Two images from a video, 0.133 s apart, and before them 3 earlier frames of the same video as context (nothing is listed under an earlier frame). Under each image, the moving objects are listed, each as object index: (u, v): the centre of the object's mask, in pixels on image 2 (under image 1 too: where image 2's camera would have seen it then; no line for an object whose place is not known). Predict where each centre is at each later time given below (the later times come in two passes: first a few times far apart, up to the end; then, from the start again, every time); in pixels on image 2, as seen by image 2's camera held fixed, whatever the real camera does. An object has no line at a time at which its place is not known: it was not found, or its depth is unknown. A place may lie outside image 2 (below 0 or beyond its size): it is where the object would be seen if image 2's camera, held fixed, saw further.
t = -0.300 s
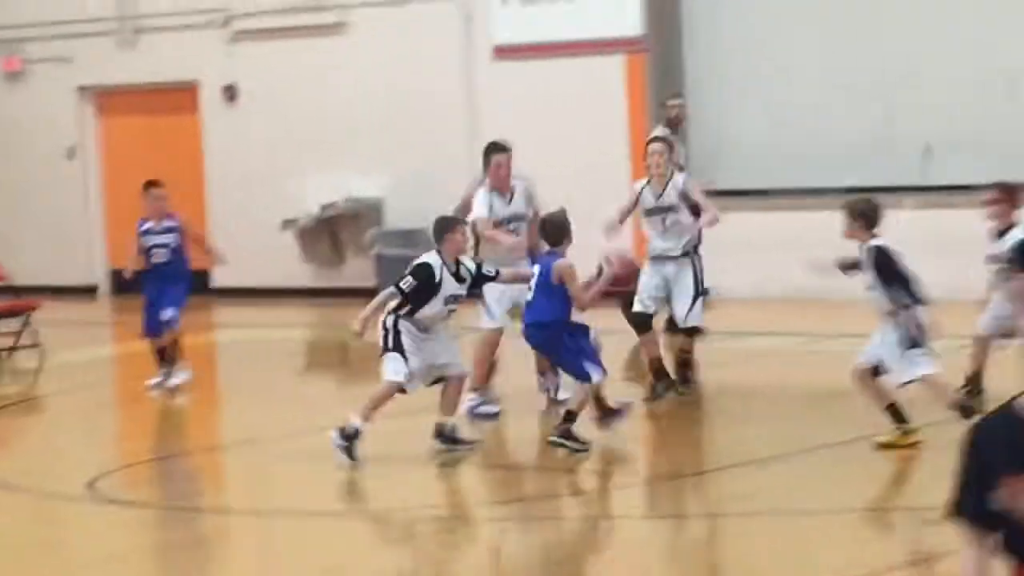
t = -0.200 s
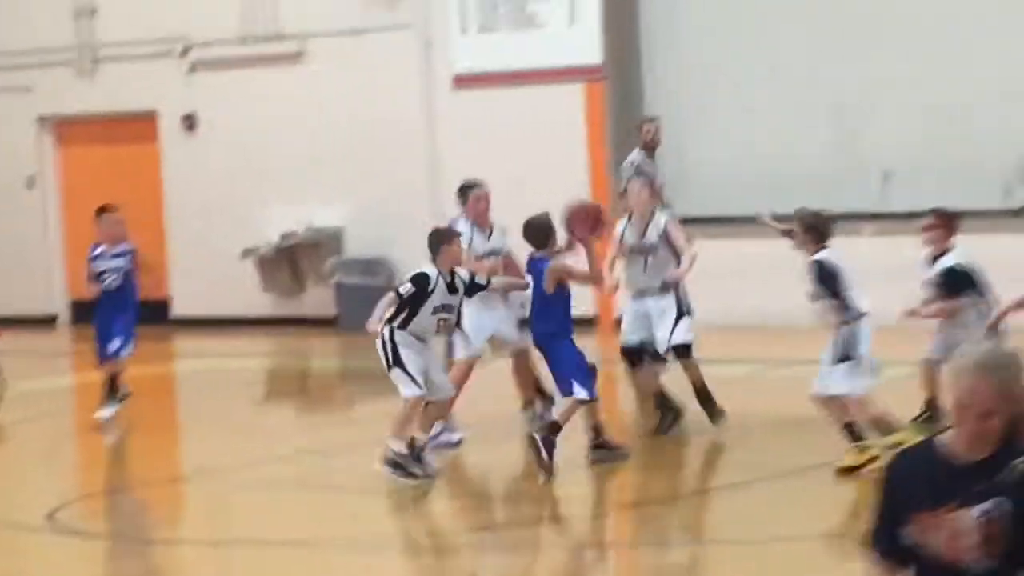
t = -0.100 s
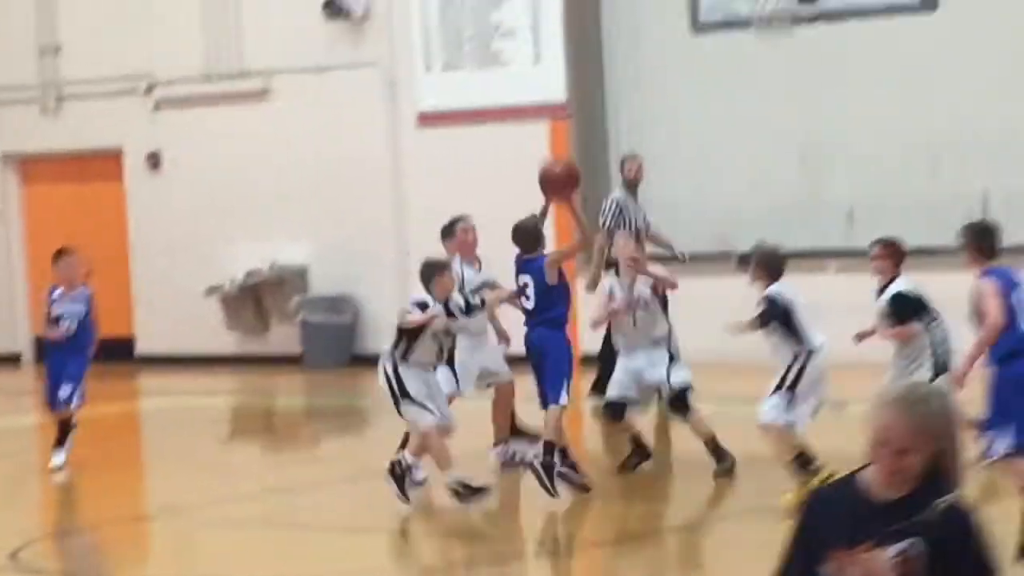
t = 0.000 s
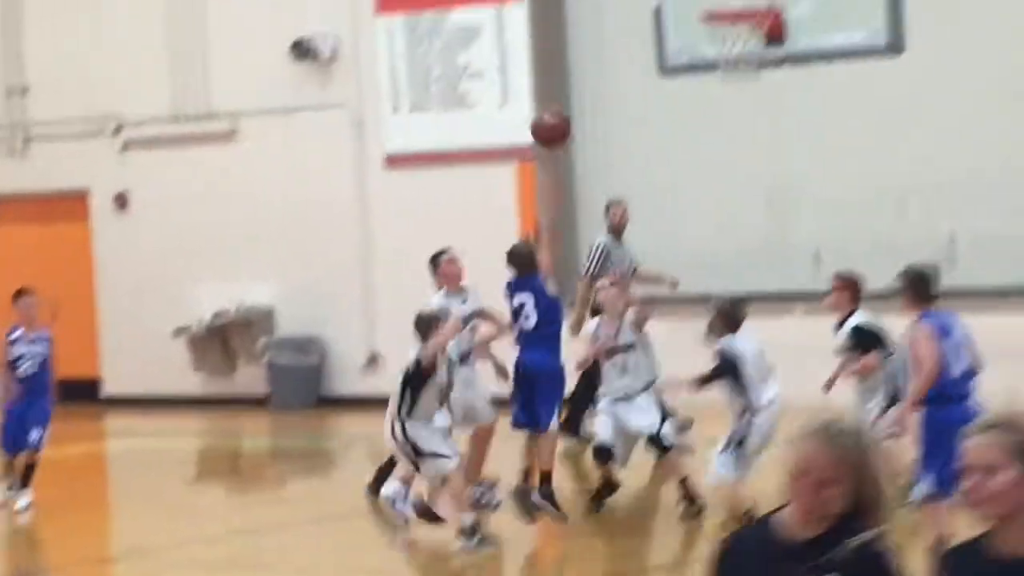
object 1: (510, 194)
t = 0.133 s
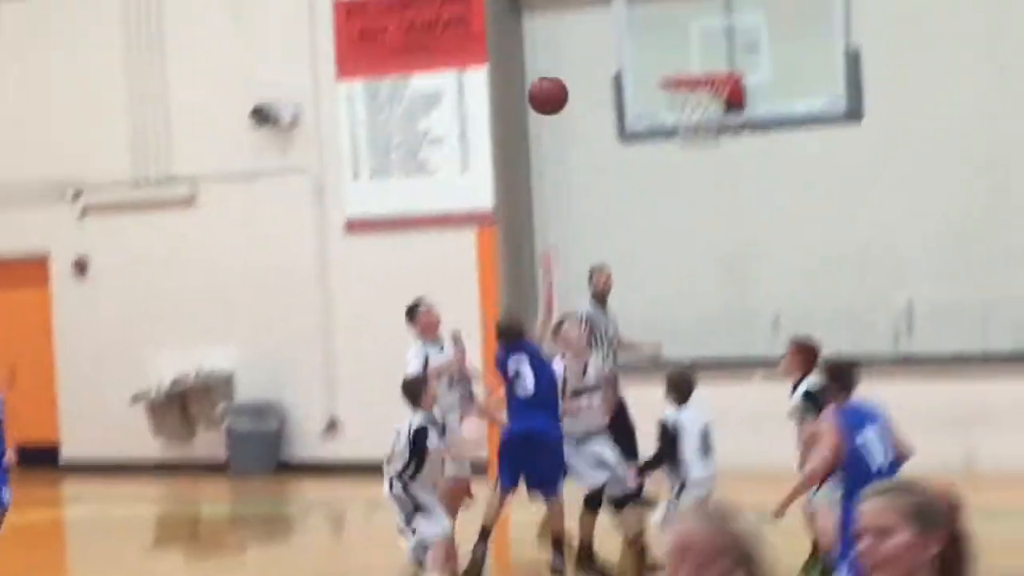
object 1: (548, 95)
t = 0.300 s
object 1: (591, 18)
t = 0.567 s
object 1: (661, -6)
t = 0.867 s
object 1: (726, 41)
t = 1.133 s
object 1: (696, 16)
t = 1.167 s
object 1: (692, 20)
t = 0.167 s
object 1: (556, 76)
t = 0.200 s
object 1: (565, 58)
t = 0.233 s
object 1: (574, 43)
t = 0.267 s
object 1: (583, 30)
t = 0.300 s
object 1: (591, 18)
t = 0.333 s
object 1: (600, 9)
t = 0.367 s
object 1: (608, 2)
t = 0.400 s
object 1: (618, -4)
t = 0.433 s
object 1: (626, -8)
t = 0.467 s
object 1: (635, -10)
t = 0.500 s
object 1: (643, -11)
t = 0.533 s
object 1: (653, -9)
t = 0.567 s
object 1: (661, -6)
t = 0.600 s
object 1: (670, -1)
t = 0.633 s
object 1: (679, 6)
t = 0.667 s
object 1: (688, 14)
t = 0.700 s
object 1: (697, 23)
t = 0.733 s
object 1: (705, 35)
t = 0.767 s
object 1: (714, 47)
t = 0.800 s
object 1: (723, 61)
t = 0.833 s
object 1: (726, 53)
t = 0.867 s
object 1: (726, 41)
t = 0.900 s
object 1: (722, 32)
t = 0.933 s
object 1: (718, 24)
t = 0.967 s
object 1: (715, 19)
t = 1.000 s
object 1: (711, 15)
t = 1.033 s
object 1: (706, 14)
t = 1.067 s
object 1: (702, 13)
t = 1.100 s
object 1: (699, 14)
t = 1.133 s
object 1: (696, 16)
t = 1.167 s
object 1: (692, 20)
